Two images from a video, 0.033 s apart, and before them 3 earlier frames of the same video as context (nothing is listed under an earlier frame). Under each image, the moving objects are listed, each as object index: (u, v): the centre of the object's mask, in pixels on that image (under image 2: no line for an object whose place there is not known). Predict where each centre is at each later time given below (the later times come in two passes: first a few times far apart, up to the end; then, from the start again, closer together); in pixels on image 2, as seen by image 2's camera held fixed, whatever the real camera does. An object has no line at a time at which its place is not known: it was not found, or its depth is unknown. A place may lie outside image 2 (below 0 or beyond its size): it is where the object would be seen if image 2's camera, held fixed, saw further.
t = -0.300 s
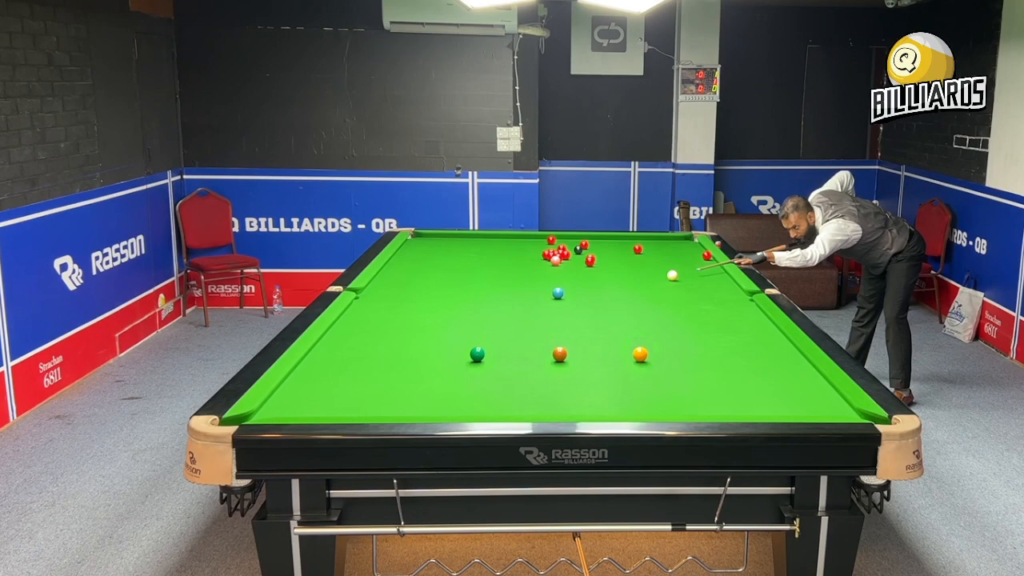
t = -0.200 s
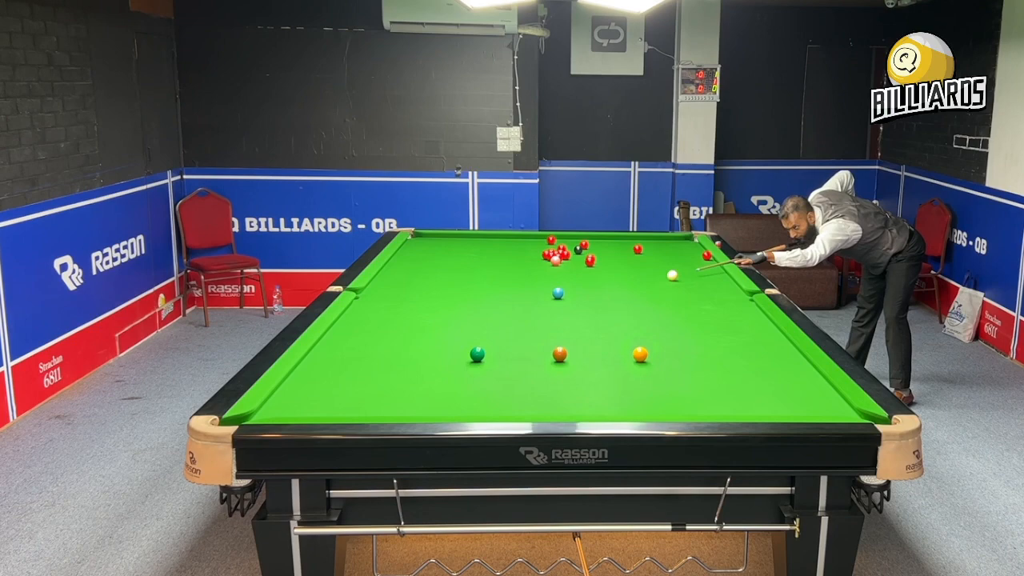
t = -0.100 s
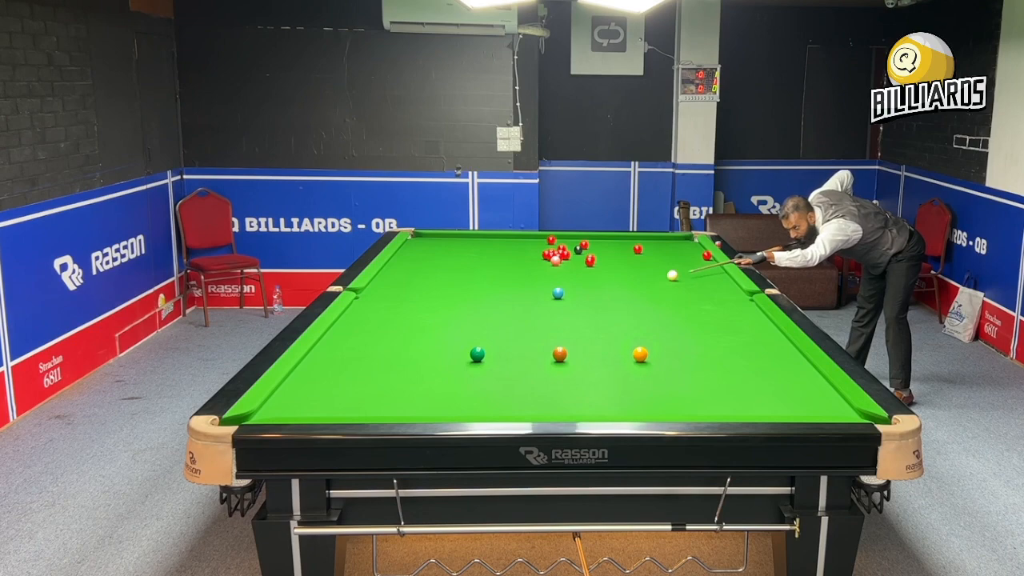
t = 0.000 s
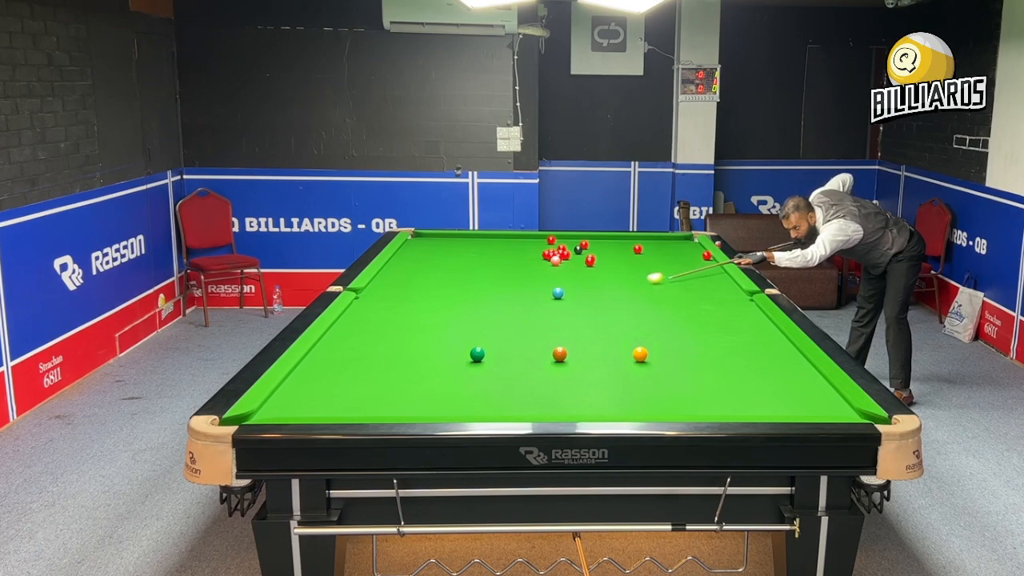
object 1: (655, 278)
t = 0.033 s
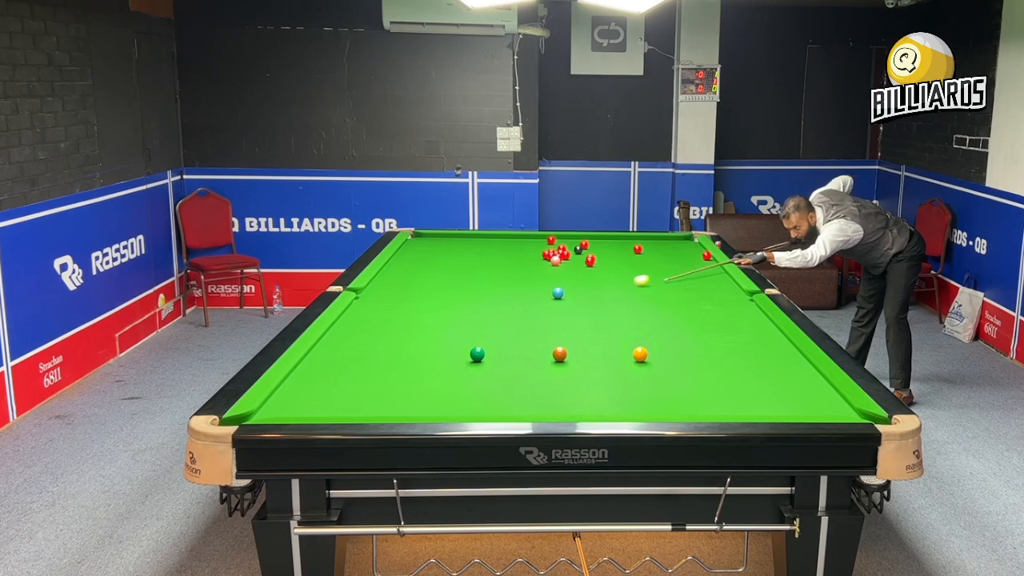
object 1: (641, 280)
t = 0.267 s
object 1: (567, 297)
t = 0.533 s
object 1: (556, 316)
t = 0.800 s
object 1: (543, 335)
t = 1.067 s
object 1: (527, 359)
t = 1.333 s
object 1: (509, 386)
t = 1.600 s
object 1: (489, 411)
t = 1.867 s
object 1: (498, 394)
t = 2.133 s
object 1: (506, 378)
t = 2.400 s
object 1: (512, 364)
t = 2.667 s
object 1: (518, 352)
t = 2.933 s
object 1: (523, 342)
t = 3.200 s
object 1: (527, 333)
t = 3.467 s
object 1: (531, 325)
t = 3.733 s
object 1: (534, 318)
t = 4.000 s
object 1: (537, 311)
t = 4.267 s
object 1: (540, 306)
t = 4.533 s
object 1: (542, 301)
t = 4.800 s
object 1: (544, 297)
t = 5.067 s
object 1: (545, 293)
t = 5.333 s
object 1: (546, 290)
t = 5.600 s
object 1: (548, 287)
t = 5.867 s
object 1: (548, 284)
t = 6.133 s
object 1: (550, 282)
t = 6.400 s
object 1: (551, 280)
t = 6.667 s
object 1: (551, 279)
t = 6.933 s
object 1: (552, 278)
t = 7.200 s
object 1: (552, 277)
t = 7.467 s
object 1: (553, 277)
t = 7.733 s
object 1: (553, 277)
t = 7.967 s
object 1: (553, 277)
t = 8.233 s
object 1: (553, 277)
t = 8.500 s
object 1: (553, 277)
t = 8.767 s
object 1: (553, 277)
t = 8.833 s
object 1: (553, 277)
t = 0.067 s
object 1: (628, 283)
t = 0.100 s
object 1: (614, 285)
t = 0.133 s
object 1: (600, 287)
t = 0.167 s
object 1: (586, 290)
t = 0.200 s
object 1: (573, 292)
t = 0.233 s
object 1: (569, 295)
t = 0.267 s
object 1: (567, 297)
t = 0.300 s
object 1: (567, 300)
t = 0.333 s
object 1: (565, 302)
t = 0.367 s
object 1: (564, 304)
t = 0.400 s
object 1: (563, 306)
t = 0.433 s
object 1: (561, 308)
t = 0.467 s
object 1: (560, 311)
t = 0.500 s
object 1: (558, 313)
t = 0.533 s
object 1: (556, 316)
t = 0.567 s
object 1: (555, 318)
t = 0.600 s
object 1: (553, 320)
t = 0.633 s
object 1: (552, 323)
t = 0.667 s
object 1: (550, 325)
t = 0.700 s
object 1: (548, 328)
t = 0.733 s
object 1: (546, 330)
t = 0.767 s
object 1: (545, 333)
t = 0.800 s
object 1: (543, 335)
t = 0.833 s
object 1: (541, 338)
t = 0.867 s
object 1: (539, 341)
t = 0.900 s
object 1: (537, 344)
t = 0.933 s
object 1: (535, 347)
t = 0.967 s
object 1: (533, 350)
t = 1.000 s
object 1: (532, 353)
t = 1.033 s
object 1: (529, 356)
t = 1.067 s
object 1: (527, 359)
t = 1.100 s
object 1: (525, 362)
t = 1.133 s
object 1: (523, 365)
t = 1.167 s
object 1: (521, 369)
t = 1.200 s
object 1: (518, 372)
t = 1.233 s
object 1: (516, 375)
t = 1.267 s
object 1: (514, 379)
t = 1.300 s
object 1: (511, 383)
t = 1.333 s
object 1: (509, 386)
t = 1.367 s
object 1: (506, 390)
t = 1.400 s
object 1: (503, 394)
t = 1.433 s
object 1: (501, 398)
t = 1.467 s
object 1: (498, 402)
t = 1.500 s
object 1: (495, 406)
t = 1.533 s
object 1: (492, 408)
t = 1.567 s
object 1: (490, 410)
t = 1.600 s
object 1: (489, 411)
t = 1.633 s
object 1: (490, 409)
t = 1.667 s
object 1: (492, 407)
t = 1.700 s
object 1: (493, 405)
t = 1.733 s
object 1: (494, 403)
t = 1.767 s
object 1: (495, 401)
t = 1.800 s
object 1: (496, 398)
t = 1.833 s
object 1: (497, 396)
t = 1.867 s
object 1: (498, 394)
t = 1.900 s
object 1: (499, 392)
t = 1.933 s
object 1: (500, 390)
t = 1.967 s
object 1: (501, 388)
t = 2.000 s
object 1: (502, 386)
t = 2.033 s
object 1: (503, 384)
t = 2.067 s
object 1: (504, 382)
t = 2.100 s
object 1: (505, 380)
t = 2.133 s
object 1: (506, 378)
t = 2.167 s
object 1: (506, 376)
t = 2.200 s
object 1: (507, 374)
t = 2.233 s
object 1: (508, 372)
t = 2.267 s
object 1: (509, 371)
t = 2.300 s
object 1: (510, 369)
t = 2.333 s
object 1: (511, 367)
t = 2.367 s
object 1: (511, 366)
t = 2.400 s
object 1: (512, 364)
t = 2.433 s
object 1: (513, 362)
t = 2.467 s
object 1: (514, 361)
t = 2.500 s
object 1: (514, 359)
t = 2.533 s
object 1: (515, 358)
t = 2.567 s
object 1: (516, 356)
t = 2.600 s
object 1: (516, 355)
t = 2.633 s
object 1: (517, 353)
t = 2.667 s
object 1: (518, 352)
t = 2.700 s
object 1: (518, 351)
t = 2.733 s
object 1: (519, 349)
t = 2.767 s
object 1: (520, 348)
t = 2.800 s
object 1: (520, 347)
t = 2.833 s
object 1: (521, 345)
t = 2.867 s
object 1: (521, 344)
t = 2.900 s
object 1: (522, 343)
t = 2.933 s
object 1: (523, 342)
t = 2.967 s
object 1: (523, 340)
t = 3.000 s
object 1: (524, 339)
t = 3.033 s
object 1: (524, 338)
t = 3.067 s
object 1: (525, 337)
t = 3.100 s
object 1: (525, 336)
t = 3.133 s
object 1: (526, 335)
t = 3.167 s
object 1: (526, 333)
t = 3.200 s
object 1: (527, 333)
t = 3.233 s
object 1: (527, 332)
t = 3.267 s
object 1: (528, 330)
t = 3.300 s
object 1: (528, 330)
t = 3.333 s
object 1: (529, 328)
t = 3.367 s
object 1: (529, 327)
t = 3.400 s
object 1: (530, 327)
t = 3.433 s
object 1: (530, 326)
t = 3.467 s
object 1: (531, 325)
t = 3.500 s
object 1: (531, 324)
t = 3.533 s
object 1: (531, 323)
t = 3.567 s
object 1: (532, 322)
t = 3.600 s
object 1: (532, 321)
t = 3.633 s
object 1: (533, 320)
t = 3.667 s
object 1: (533, 319)
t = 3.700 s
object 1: (534, 319)
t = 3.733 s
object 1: (534, 318)
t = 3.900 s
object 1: (537, 313)
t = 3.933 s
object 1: (537, 313)
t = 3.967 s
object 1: (537, 312)
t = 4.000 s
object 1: (537, 311)
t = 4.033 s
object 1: (538, 311)
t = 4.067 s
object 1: (538, 310)
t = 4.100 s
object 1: (538, 309)
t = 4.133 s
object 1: (539, 309)
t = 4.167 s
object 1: (539, 308)
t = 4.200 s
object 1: (539, 307)
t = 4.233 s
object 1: (540, 307)
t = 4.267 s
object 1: (540, 306)
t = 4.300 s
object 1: (540, 305)
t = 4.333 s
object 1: (541, 305)
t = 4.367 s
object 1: (541, 304)
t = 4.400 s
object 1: (541, 303)
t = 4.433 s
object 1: (542, 303)
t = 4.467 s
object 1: (542, 302)
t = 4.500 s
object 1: (542, 302)
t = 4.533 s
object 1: (542, 301)
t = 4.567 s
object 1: (542, 301)
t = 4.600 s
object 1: (543, 300)
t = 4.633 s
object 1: (543, 300)
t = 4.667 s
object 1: (543, 299)
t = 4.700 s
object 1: (543, 299)
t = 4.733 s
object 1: (543, 298)
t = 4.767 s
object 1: (544, 297)
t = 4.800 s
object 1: (544, 297)
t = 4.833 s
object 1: (544, 296)
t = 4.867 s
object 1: (544, 296)
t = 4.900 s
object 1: (544, 295)
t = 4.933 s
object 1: (544, 295)
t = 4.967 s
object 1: (545, 294)
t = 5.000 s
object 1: (545, 294)
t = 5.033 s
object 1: (545, 293)
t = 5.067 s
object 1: (545, 293)
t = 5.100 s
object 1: (545, 292)
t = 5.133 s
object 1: (545, 292)
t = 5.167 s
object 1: (545, 292)
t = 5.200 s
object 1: (546, 291)
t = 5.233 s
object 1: (546, 291)
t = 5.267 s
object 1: (546, 291)
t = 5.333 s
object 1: (546, 290)
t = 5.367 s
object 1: (547, 289)
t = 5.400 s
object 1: (547, 289)
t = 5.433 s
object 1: (547, 289)
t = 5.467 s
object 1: (547, 288)
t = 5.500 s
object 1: (547, 288)
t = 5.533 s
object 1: (547, 288)
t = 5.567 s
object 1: (547, 287)
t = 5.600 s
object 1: (548, 287)
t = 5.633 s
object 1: (548, 287)
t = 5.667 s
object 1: (548, 286)
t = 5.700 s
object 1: (548, 286)
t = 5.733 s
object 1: (548, 285)
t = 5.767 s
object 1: (548, 285)
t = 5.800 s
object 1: (548, 285)
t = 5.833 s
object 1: (548, 285)
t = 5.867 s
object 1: (548, 284)
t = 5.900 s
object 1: (549, 284)
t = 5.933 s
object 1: (549, 284)
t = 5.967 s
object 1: (549, 284)
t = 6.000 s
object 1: (549, 284)
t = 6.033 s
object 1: (549, 283)
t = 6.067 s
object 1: (549, 283)
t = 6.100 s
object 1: (549, 283)
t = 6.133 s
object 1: (550, 282)
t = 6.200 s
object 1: (550, 282)
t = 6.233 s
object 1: (550, 282)
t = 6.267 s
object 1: (550, 281)
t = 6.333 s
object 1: (550, 281)
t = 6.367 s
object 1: (551, 281)
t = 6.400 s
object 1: (551, 280)
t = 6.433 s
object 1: (551, 280)
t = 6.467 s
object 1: (551, 280)
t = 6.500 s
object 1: (551, 280)
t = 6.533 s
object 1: (551, 280)
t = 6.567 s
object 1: (551, 280)
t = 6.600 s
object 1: (551, 280)
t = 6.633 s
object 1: (551, 279)
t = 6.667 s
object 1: (551, 279)
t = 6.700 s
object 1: (551, 279)
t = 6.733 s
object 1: (551, 279)
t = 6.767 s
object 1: (551, 279)
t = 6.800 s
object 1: (551, 278)
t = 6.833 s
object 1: (551, 278)
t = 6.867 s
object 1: (551, 278)
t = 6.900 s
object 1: (552, 278)
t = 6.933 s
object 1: (552, 278)
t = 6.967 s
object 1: (552, 278)
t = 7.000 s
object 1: (552, 278)
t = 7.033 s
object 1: (552, 278)
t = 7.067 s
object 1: (552, 278)
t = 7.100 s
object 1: (552, 277)
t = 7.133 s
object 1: (552, 277)
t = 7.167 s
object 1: (552, 277)
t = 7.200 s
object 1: (552, 277)
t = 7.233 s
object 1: (552, 277)
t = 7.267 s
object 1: (552, 277)
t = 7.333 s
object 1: (552, 277)
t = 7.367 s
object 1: (552, 277)
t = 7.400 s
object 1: (552, 277)
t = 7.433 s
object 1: (552, 277)
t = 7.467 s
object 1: (553, 277)
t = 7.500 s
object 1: (553, 277)
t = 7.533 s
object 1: (553, 277)
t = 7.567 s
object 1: (553, 277)
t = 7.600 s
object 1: (553, 277)
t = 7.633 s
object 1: (553, 277)
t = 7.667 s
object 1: (553, 277)
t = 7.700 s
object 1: (553, 277)
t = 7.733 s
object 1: (553, 277)
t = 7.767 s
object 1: (553, 277)
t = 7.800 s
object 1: (553, 277)
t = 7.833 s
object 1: (553, 277)
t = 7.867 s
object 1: (553, 277)
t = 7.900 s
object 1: (553, 277)
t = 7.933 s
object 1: (553, 277)
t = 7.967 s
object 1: (553, 277)
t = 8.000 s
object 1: (553, 277)
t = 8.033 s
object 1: (553, 277)
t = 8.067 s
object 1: (553, 277)
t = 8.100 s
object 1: (553, 277)
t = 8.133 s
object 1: (553, 277)
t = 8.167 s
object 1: (553, 277)
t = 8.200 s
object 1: (553, 277)
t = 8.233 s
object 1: (553, 277)
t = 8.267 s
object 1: (553, 277)
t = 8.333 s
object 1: (553, 277)
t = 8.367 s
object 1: (553, 277)
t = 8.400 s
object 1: (553, 277)
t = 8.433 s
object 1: (553, 277)
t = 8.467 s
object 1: (553, 277)
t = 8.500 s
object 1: (553, 277)
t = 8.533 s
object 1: (553, 277)
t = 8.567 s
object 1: (553, 277)
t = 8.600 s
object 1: (553, 277)
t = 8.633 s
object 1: (553, 277)
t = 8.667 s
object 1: (553, 277)
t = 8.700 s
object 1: (553, 277)
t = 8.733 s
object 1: (553, 277)
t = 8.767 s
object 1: (553, 277)
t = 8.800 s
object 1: (553, 277)
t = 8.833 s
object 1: (553, 277)
